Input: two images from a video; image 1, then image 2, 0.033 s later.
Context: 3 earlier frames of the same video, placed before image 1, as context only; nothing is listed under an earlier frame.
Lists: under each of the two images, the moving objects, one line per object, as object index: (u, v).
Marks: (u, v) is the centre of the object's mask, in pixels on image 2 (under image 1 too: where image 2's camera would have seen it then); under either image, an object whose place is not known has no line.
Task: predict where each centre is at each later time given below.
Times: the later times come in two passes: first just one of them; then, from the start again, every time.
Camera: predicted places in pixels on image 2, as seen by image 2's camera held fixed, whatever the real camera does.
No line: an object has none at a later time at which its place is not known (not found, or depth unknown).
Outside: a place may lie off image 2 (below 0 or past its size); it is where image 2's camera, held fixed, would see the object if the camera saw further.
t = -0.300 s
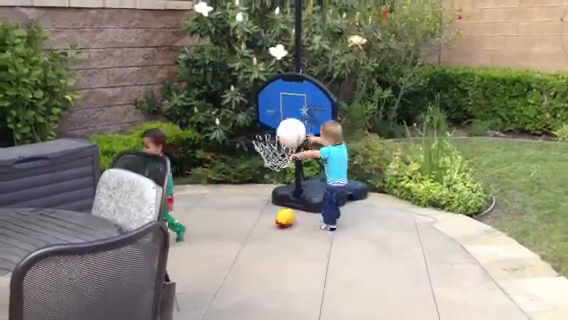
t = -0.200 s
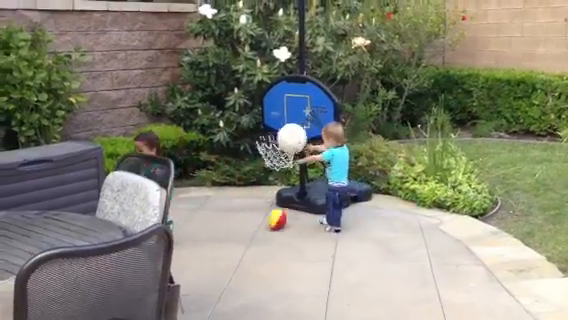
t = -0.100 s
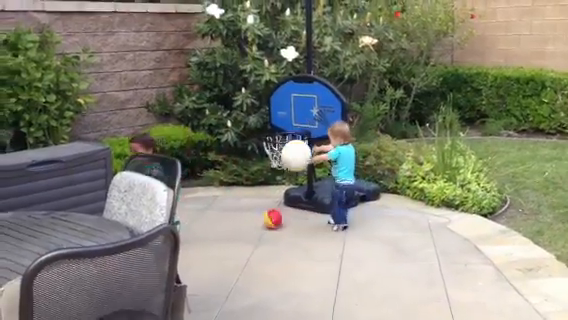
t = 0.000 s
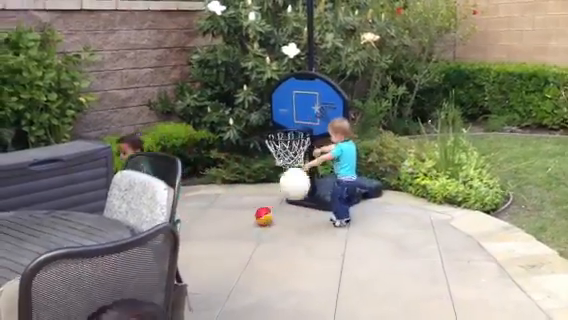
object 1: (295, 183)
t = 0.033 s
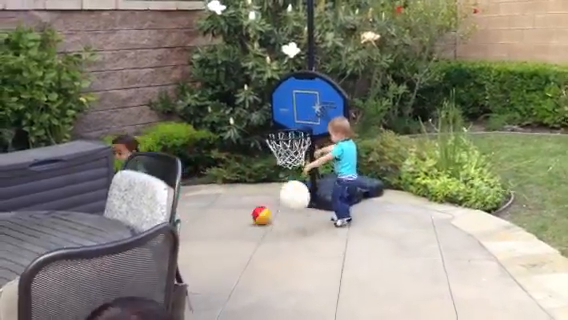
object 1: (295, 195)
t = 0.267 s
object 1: (290, 197)
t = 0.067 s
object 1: (293, 211)
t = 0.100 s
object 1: (293, 221)
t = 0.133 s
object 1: (292, 214)
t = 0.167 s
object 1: (291, 206)
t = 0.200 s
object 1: (291, 202)
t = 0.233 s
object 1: (290, 198)
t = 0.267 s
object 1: (290, 197)
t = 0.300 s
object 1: (290, 196)
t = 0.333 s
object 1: (289, 197)
